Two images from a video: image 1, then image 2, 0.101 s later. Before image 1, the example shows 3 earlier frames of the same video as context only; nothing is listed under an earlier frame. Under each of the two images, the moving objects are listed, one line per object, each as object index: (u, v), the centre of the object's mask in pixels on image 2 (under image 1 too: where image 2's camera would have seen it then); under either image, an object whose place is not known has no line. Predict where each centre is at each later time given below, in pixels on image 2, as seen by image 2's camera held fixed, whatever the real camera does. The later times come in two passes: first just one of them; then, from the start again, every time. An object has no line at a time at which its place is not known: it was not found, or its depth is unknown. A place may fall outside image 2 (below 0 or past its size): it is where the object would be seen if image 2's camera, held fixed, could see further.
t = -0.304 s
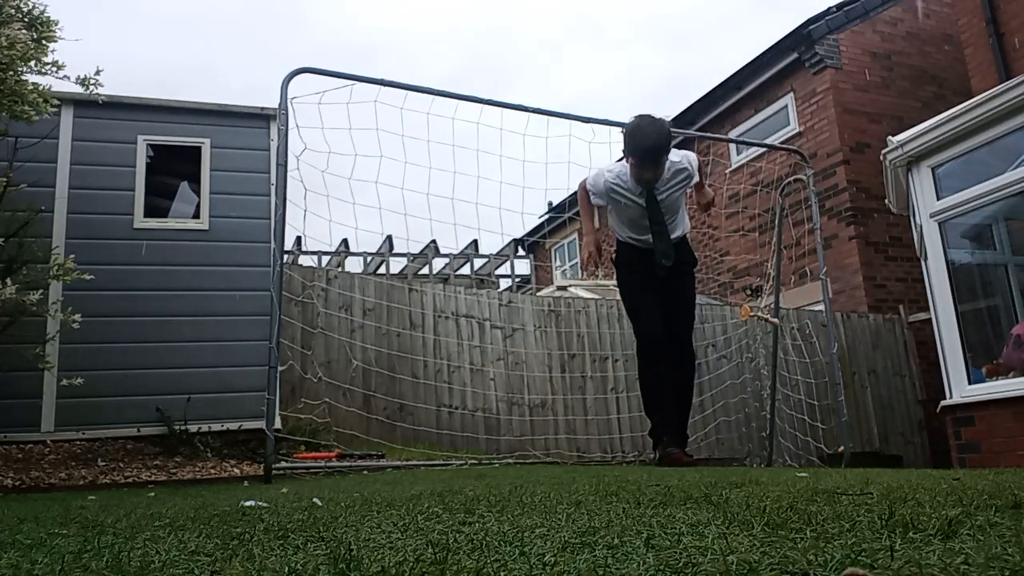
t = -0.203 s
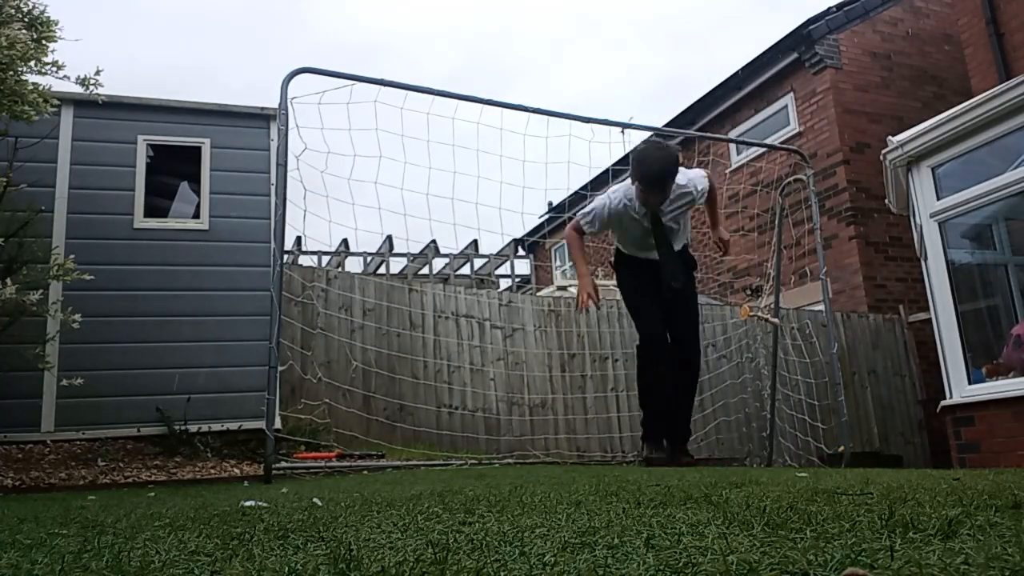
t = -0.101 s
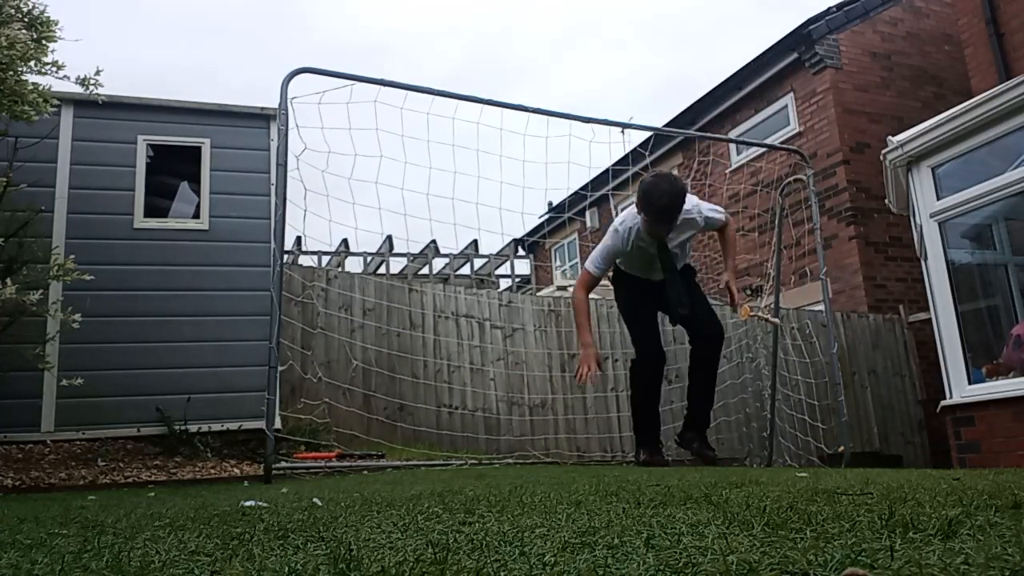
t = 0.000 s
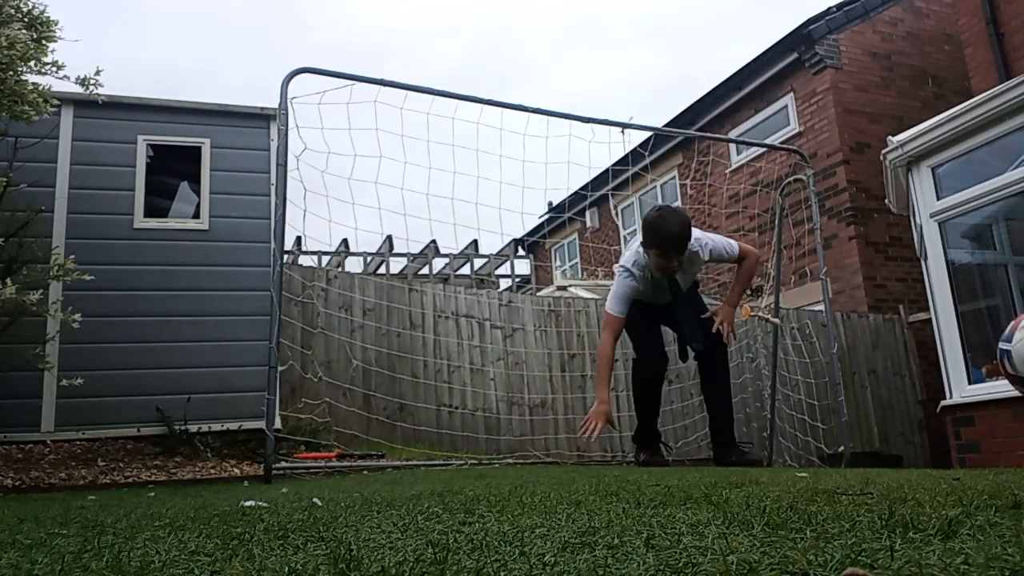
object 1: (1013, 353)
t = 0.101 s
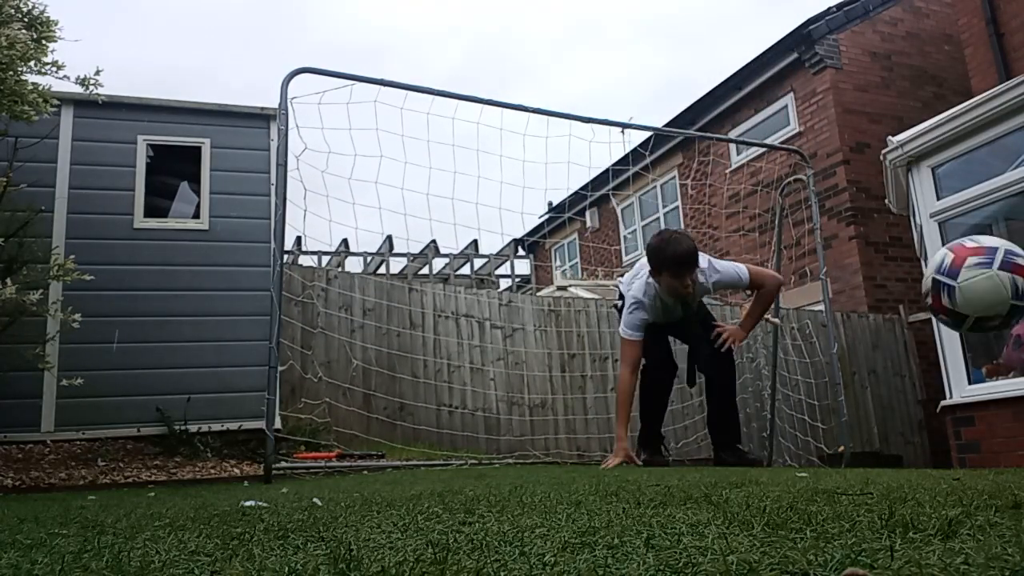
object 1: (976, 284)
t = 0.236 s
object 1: (892, 265)
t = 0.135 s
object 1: (955, 272)
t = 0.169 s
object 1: (933, 265)
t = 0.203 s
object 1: (912, 263)
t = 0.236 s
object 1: (892, 265)
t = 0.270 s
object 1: (873, 273)
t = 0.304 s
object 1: (856, 285)
